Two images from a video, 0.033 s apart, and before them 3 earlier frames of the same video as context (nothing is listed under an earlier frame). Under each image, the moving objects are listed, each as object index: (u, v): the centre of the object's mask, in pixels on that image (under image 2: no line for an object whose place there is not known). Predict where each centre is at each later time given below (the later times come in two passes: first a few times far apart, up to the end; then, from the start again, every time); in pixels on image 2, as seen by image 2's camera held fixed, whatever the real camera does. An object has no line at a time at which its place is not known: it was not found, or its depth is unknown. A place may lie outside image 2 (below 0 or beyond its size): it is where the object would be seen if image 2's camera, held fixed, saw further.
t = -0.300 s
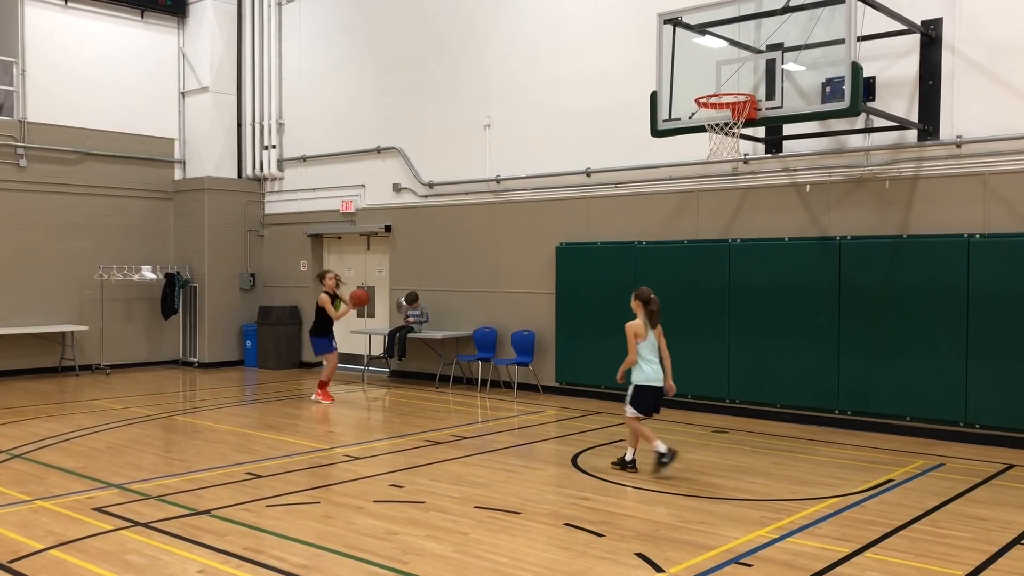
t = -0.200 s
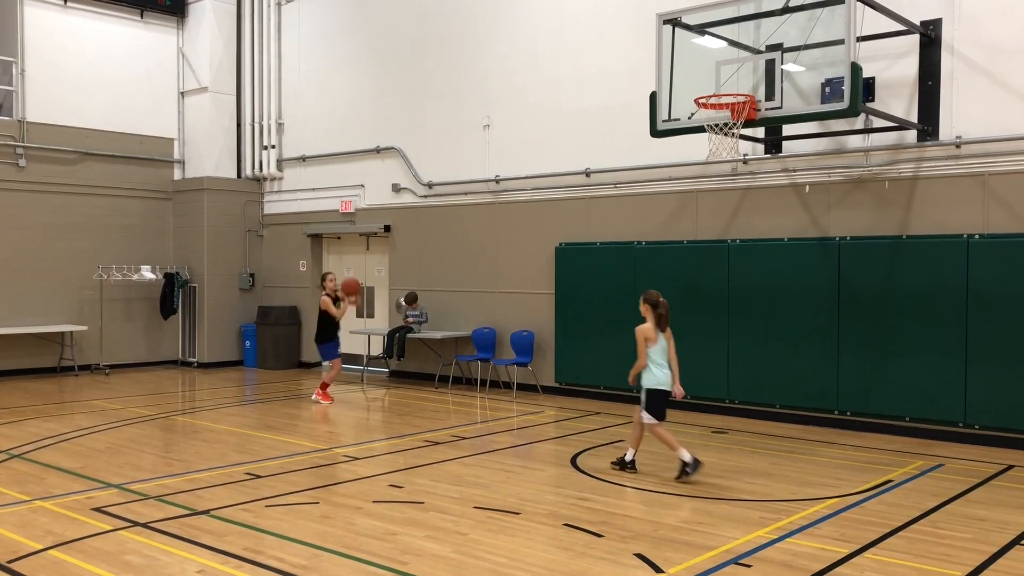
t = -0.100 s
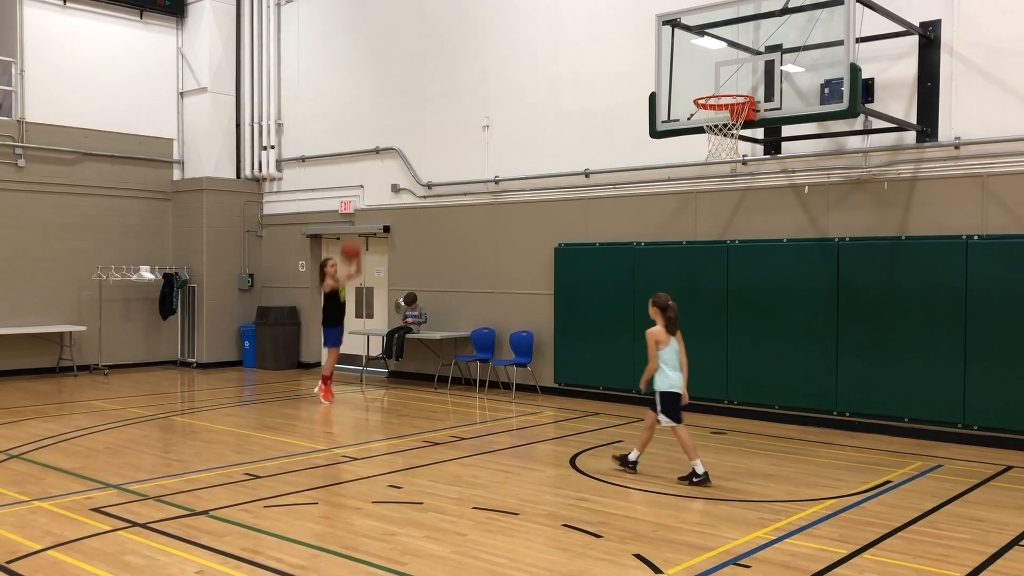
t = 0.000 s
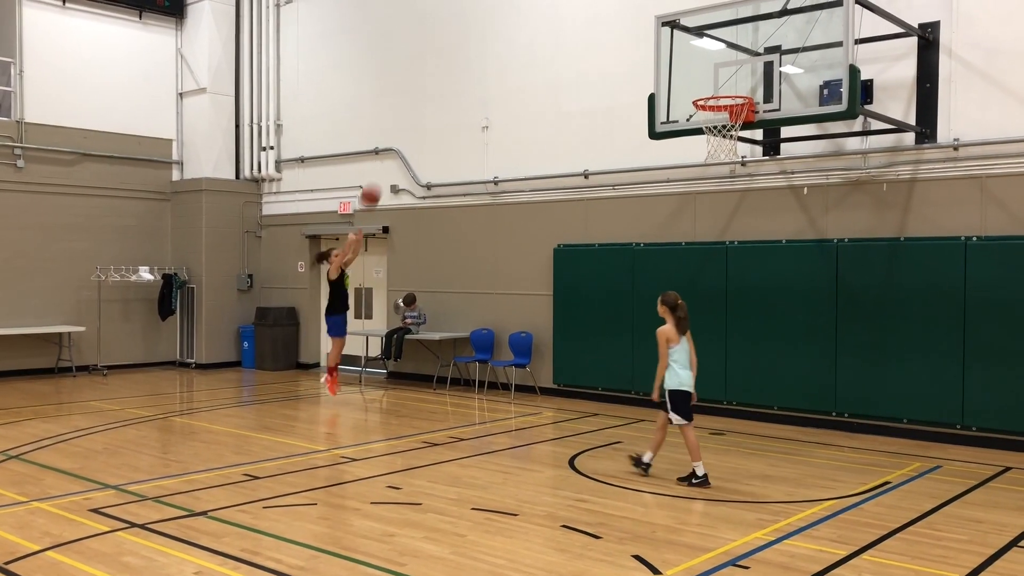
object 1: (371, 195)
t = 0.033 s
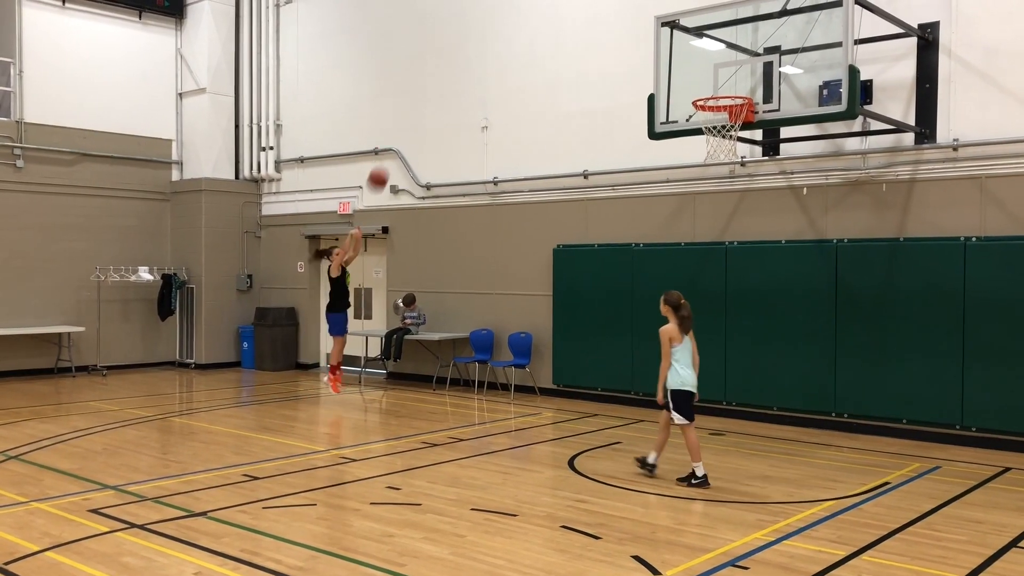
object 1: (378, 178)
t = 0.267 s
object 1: (437, 75)
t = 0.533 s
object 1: (514, 6)
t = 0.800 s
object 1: (603, 3)
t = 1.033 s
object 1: (690, 67)
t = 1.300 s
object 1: (727, 145)
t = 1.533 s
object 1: (704, 236)
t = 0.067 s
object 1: (386, 162)
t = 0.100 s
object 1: (394, 145)
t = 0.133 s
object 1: (403, 129)
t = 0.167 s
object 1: (411, 115)
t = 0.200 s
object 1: (420, 100)
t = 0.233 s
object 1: (428, 87)
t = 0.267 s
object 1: (437, 75)
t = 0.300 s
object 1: (446, 63)
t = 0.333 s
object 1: (455, 52)
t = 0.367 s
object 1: (465, 42)
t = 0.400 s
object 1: (474, 33)
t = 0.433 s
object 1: (484, 24)
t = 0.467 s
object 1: (494, 17)
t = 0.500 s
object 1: (504, 11)
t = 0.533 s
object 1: (514, 6)
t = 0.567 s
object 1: (524, 3)
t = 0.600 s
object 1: (535, 1)
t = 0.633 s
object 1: (545, -1)
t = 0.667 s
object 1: (557, -1)
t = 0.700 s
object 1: (568, -1)
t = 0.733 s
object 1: (579, -1)
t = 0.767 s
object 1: (591, 0)
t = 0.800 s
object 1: (603, 3)
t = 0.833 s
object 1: (614, 7)
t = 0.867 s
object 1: (626, 14)
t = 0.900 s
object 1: (639, 21)
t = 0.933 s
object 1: (651, 31)
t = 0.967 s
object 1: (664, 42)
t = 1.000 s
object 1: (677, 53)
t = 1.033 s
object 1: (690, 67)
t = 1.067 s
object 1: (703, 81)
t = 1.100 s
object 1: (716, 94)
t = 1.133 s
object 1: (731, 103)
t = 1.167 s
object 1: (738, 112)
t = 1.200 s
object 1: (737, 118)
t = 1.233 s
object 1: (732, 130)
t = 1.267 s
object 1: (730, 137)
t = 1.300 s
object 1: (727, 145)
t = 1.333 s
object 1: (723, 157)
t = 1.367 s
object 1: (720, 167)
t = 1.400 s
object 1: (717, 179)
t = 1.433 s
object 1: (713, 194)
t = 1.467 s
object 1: (710, 206)
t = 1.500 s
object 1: (707, 220)
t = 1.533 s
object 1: (704, 236)
